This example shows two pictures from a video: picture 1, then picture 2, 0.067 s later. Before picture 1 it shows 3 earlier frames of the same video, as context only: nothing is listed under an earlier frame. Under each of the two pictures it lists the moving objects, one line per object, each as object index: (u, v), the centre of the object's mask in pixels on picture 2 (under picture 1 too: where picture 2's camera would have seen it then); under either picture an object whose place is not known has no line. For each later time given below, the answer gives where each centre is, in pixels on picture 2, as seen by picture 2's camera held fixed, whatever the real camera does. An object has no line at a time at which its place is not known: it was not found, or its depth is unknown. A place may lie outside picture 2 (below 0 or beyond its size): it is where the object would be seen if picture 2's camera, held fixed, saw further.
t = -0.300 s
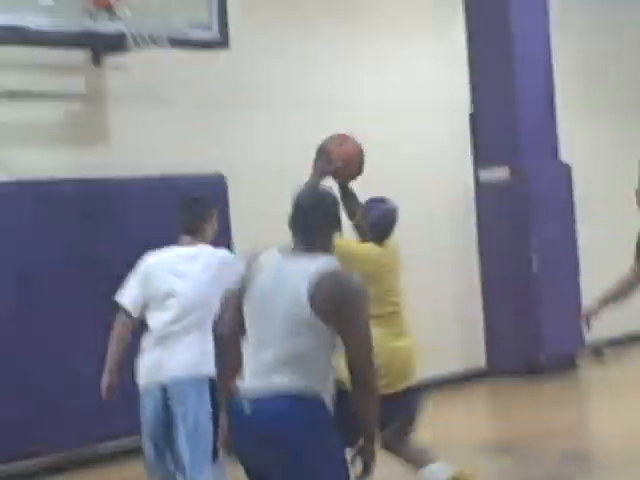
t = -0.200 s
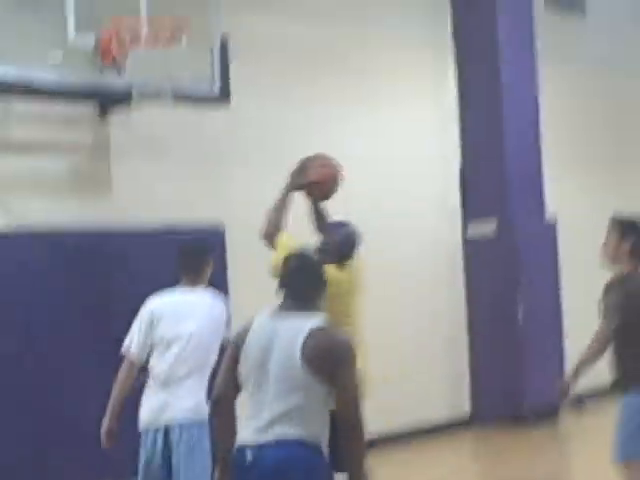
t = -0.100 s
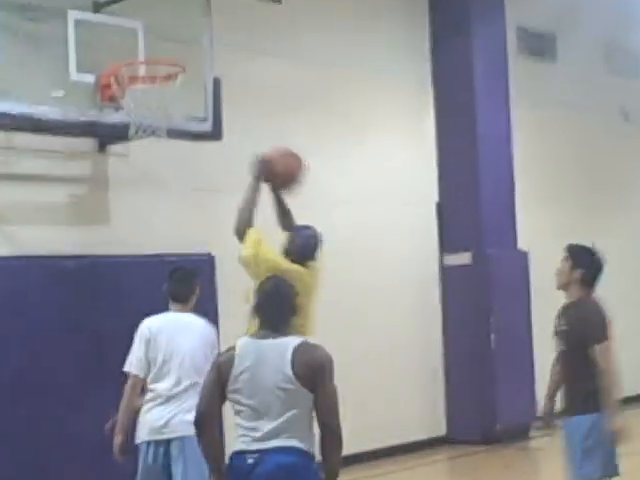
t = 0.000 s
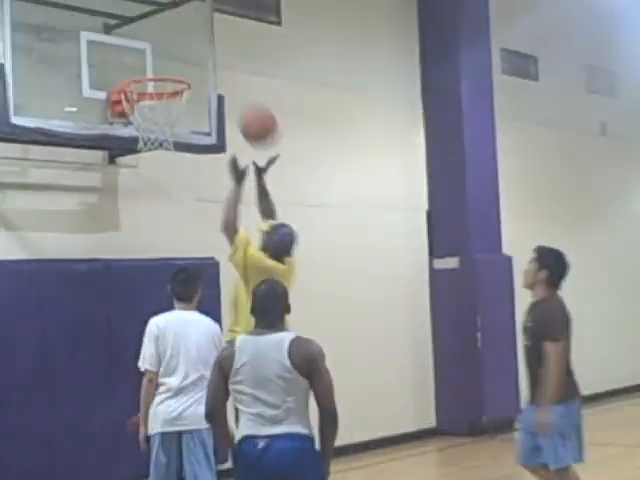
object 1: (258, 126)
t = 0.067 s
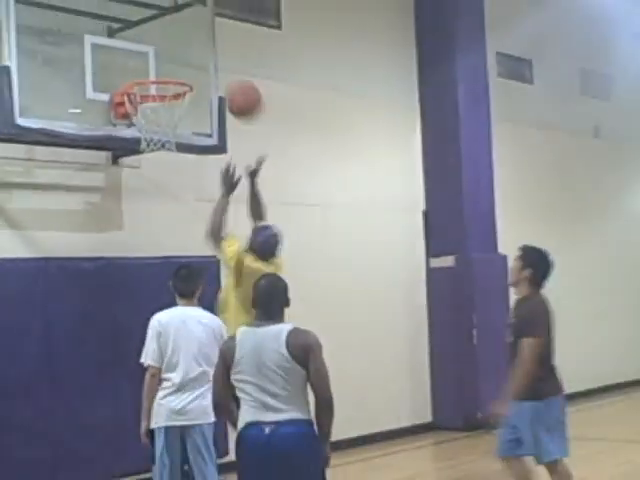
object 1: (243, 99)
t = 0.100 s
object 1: (236, 89)
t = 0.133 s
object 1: (229, 78)
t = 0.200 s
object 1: (214, 66)
